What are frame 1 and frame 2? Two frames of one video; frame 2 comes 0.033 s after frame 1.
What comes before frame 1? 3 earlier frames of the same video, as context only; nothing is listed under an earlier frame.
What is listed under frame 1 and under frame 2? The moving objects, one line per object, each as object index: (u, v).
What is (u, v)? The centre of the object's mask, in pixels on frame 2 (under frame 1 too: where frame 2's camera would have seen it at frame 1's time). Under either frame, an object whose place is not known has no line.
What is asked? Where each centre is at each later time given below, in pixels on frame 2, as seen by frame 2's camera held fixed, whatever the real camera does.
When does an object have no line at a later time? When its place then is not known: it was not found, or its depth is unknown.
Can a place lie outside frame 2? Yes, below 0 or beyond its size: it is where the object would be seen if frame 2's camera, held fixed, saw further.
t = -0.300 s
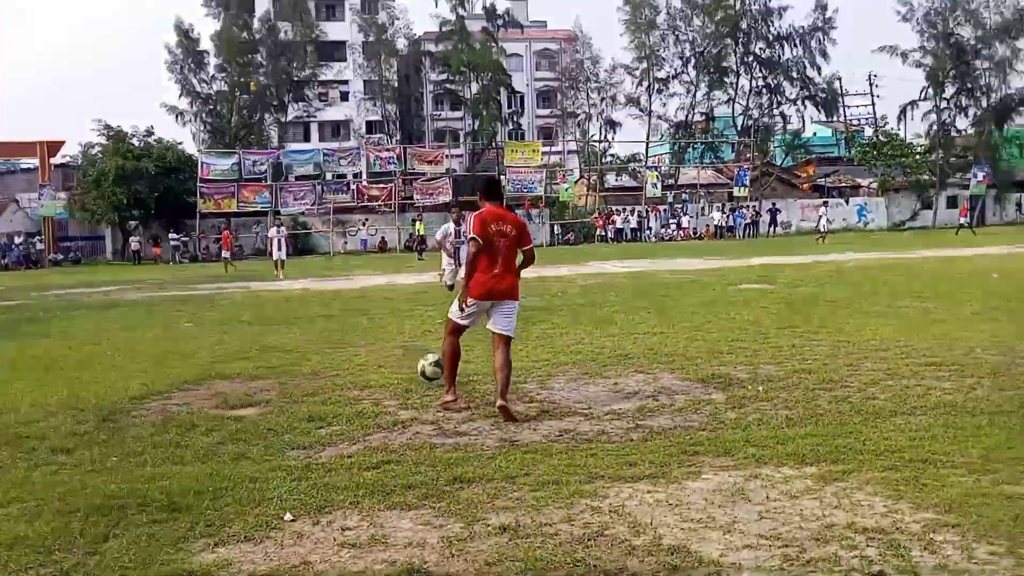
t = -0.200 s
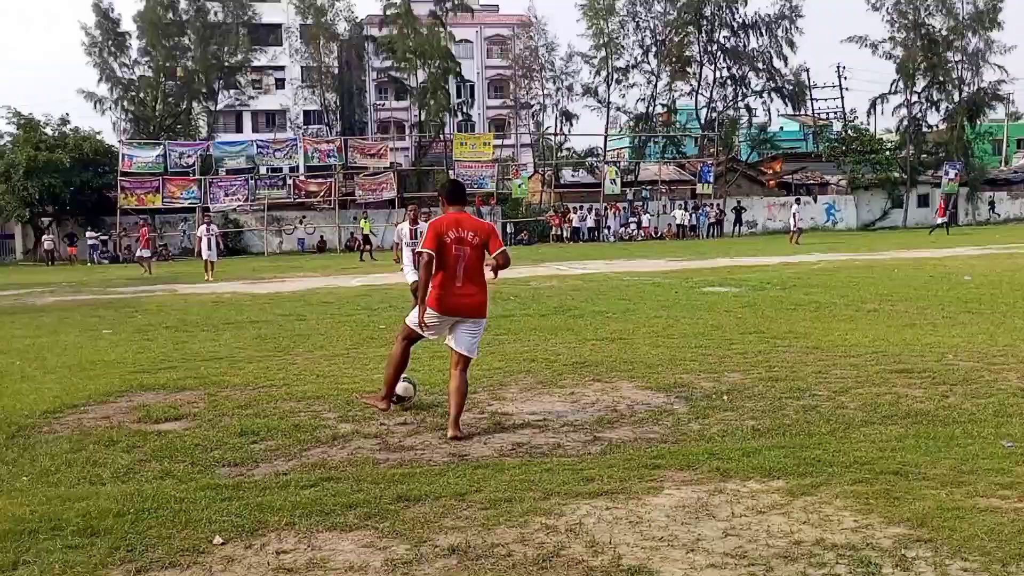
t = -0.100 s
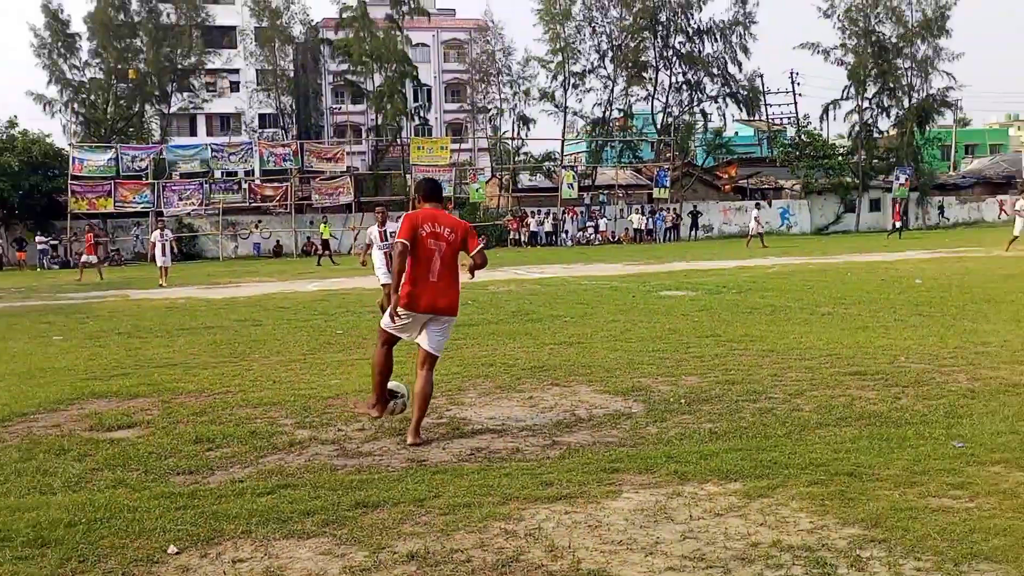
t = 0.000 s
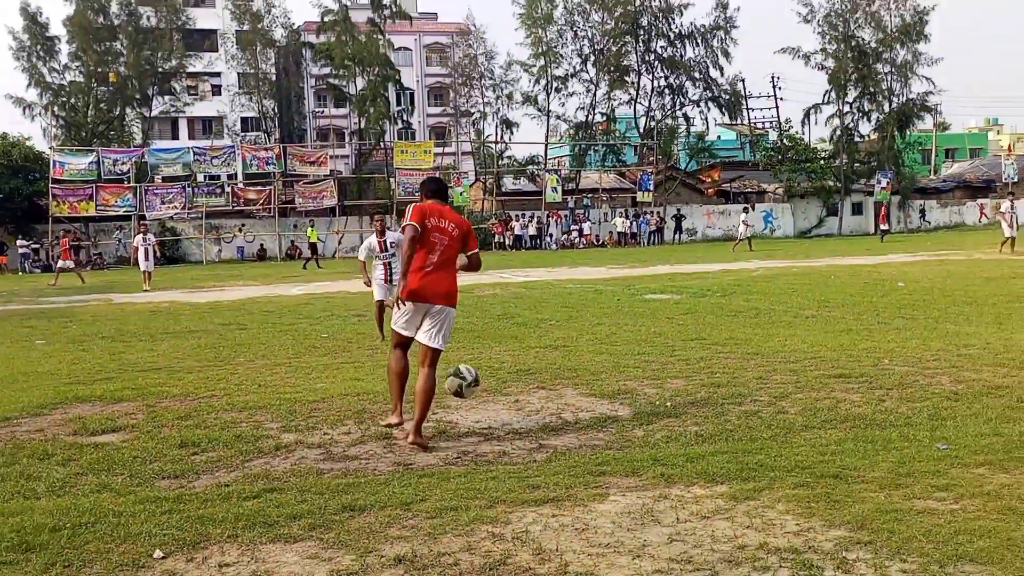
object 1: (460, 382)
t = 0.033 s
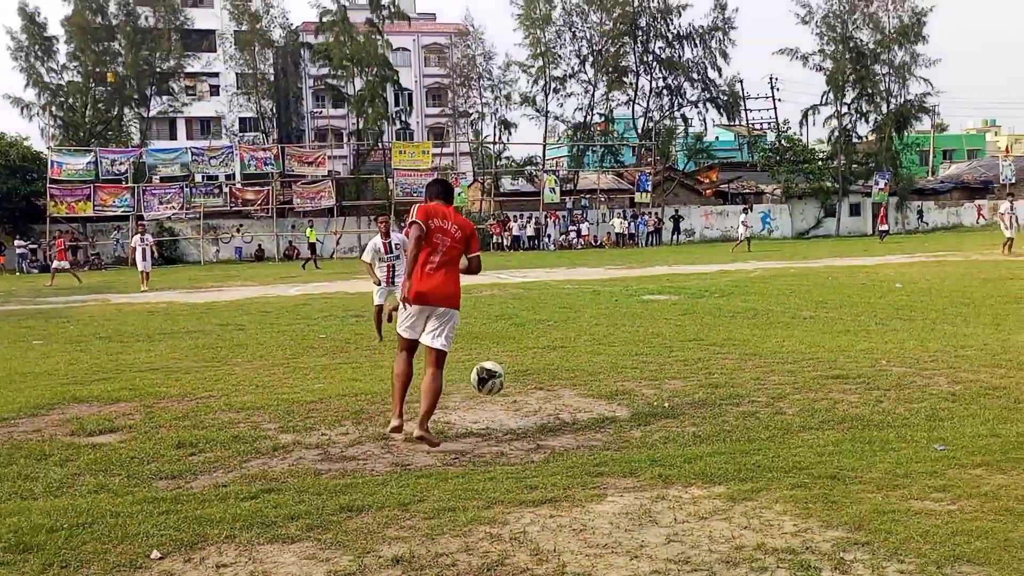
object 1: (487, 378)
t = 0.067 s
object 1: (516, 376)
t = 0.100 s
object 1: (545, 376)
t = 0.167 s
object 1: (600, 384)
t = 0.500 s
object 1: (862, 373)
